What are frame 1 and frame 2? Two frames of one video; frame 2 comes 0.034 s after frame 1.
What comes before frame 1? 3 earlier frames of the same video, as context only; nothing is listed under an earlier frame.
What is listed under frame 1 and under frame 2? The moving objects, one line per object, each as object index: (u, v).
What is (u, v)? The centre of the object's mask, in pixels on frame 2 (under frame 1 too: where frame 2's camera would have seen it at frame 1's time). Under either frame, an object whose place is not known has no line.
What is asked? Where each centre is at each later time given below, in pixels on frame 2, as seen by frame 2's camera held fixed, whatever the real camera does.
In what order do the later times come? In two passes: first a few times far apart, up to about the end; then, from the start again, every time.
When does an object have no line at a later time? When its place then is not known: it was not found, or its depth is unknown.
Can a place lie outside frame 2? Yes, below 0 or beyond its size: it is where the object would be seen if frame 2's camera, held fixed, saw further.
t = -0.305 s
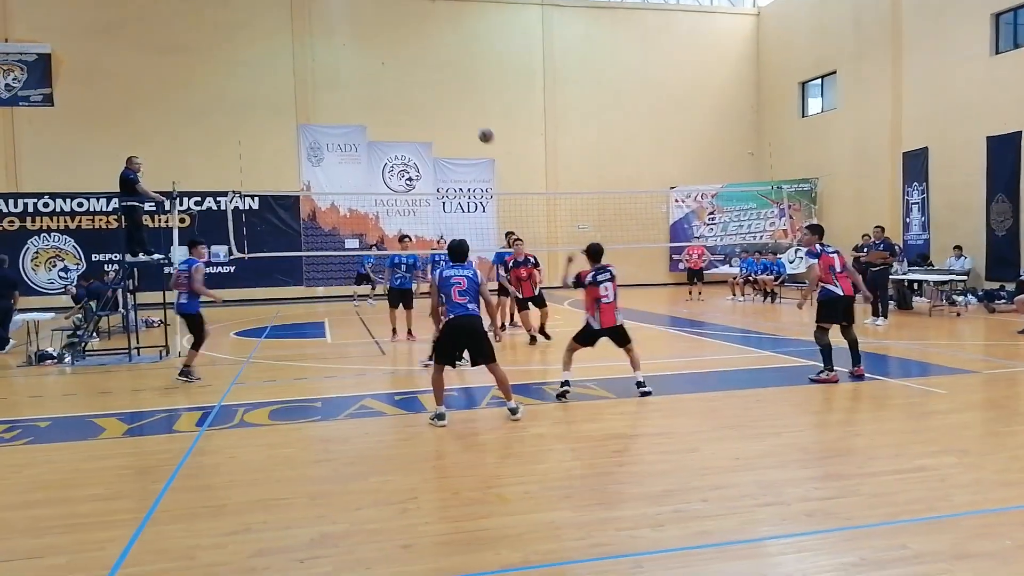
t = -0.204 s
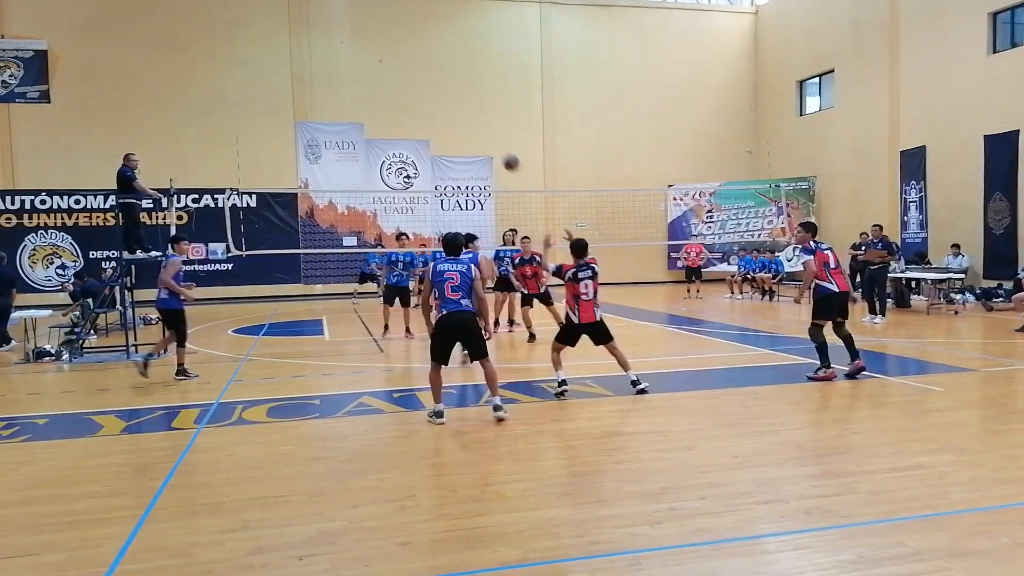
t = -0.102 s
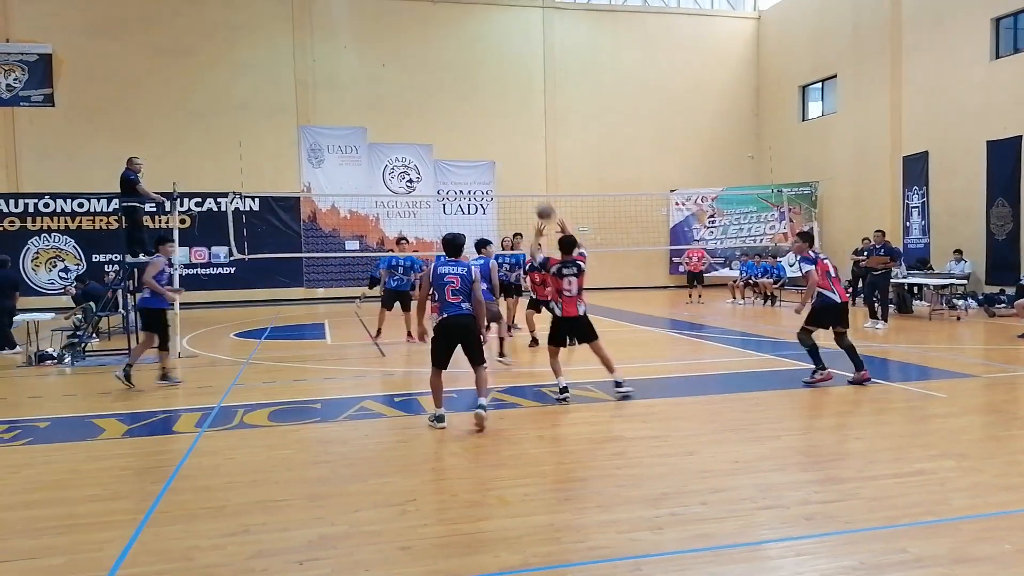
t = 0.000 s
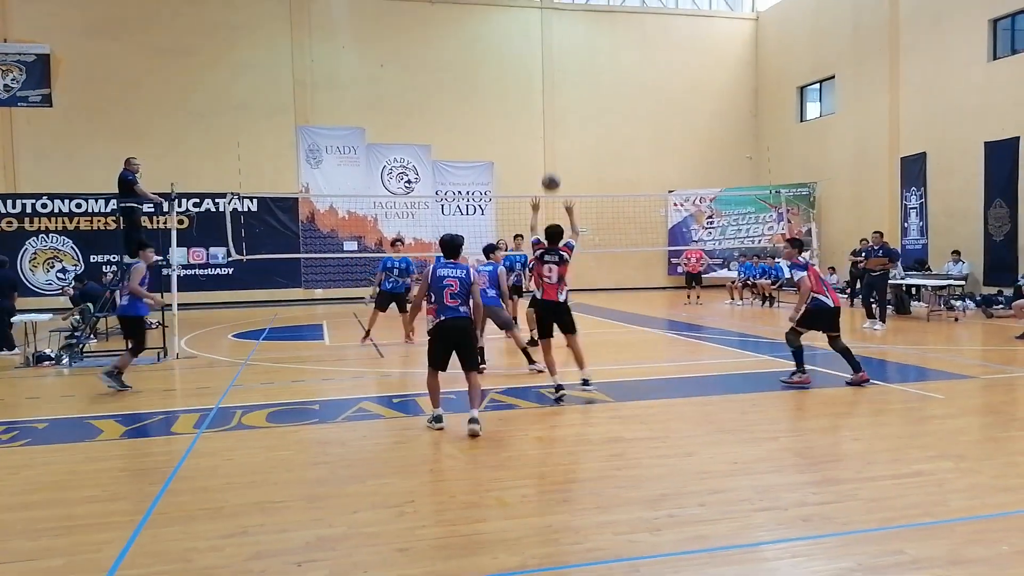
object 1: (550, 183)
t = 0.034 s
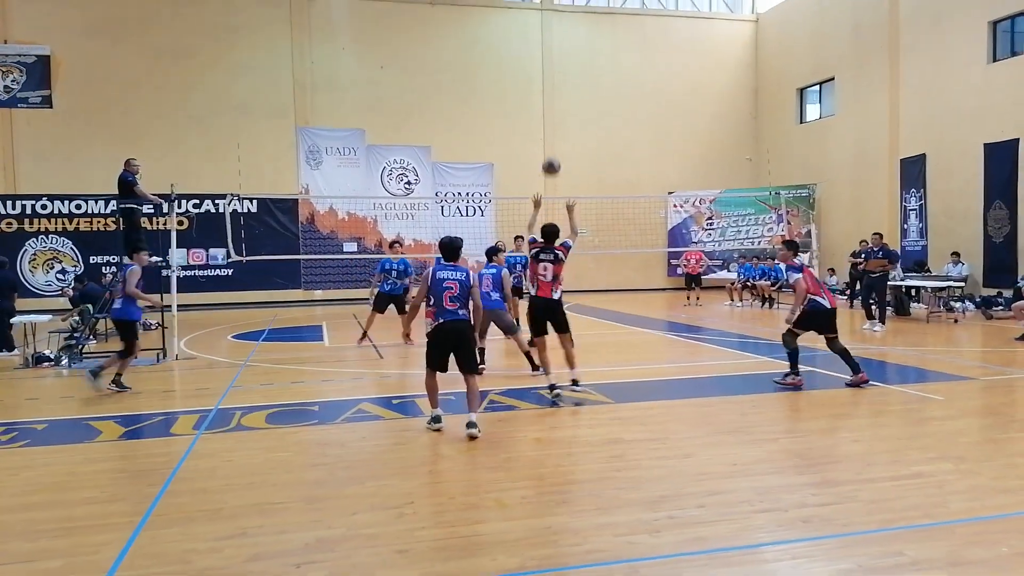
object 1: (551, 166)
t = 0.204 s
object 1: (553, 102)
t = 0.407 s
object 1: (556, 65)
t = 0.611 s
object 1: (559, 63)
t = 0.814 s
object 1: (561, 91)
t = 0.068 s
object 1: (552, 151)
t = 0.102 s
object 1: (552, 137)
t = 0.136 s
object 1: (553, 124)
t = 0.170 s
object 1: (553, 112)
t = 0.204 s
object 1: (553, 102)
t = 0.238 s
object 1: (554, 93)
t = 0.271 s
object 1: (554, 85)
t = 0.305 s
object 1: (555, 78)
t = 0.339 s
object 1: (555, 73)
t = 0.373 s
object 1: (556, 68)
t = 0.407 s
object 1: (556, 65)
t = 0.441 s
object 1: (556, 62)
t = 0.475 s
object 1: (557, 61)
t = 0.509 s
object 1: (557, 60)
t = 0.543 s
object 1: (558, 60)
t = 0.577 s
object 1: (558, 61)
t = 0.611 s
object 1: (559, 63)
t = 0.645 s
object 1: (559, 66)
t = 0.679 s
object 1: (559, 69)
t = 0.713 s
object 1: (560, 73)
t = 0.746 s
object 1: (560, 78)
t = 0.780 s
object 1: (560, 84)
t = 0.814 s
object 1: (561, 91)
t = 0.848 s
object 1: (562, 98)
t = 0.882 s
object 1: (562, 106)
